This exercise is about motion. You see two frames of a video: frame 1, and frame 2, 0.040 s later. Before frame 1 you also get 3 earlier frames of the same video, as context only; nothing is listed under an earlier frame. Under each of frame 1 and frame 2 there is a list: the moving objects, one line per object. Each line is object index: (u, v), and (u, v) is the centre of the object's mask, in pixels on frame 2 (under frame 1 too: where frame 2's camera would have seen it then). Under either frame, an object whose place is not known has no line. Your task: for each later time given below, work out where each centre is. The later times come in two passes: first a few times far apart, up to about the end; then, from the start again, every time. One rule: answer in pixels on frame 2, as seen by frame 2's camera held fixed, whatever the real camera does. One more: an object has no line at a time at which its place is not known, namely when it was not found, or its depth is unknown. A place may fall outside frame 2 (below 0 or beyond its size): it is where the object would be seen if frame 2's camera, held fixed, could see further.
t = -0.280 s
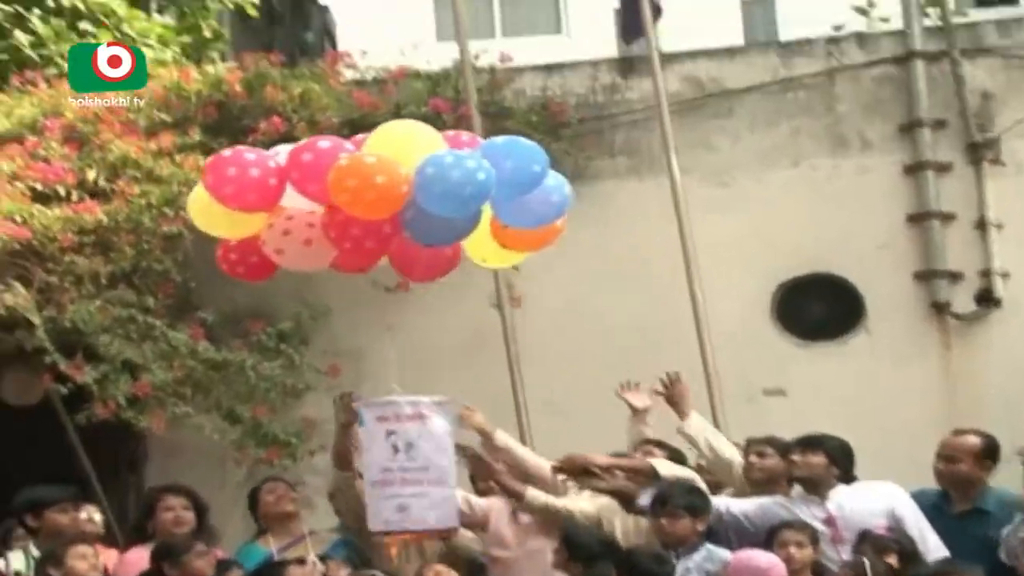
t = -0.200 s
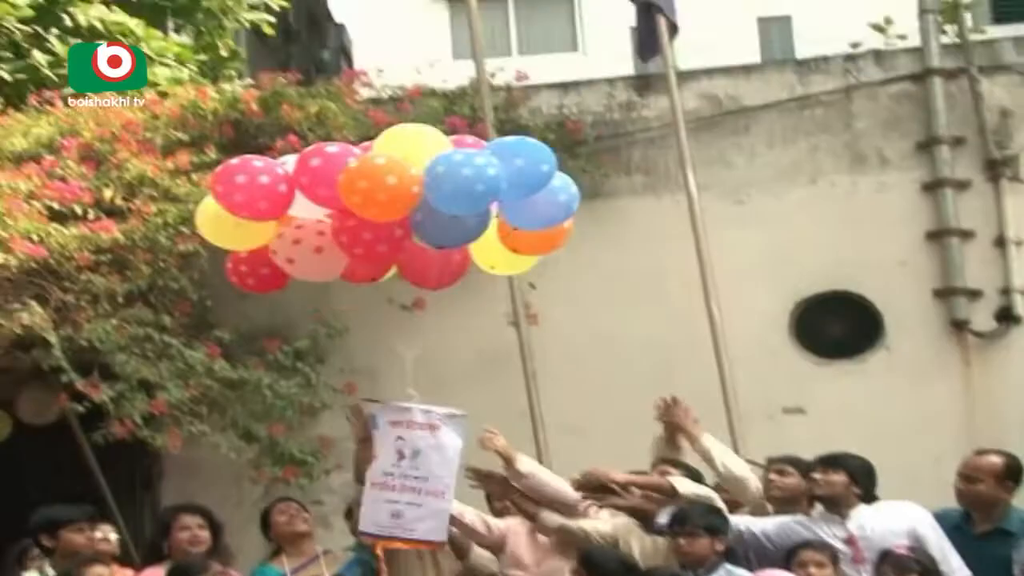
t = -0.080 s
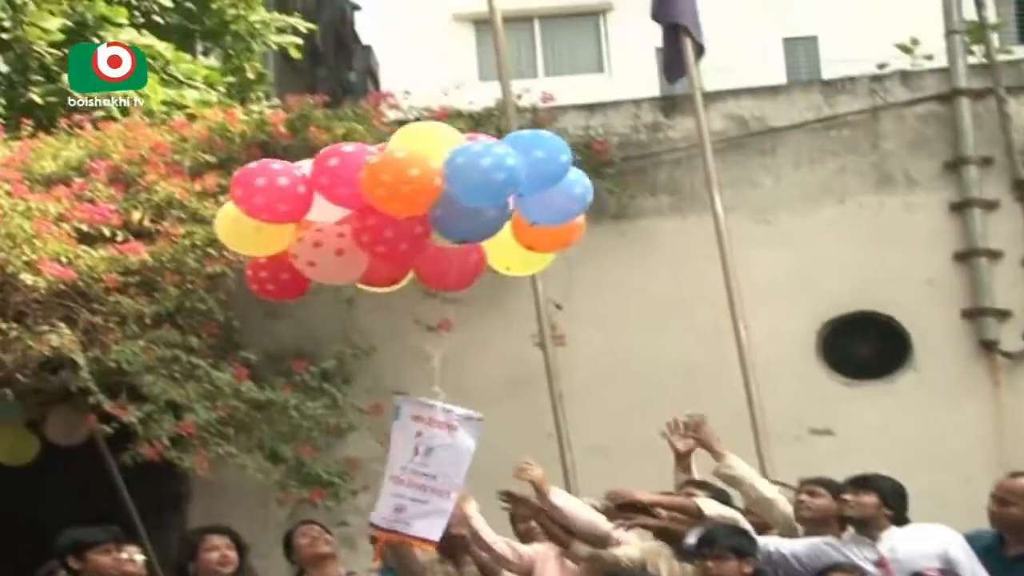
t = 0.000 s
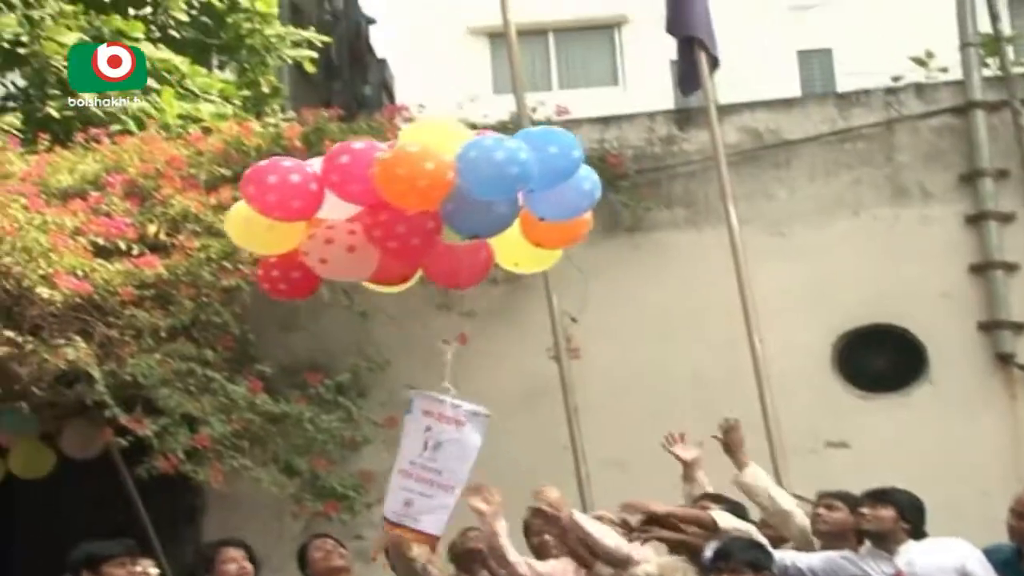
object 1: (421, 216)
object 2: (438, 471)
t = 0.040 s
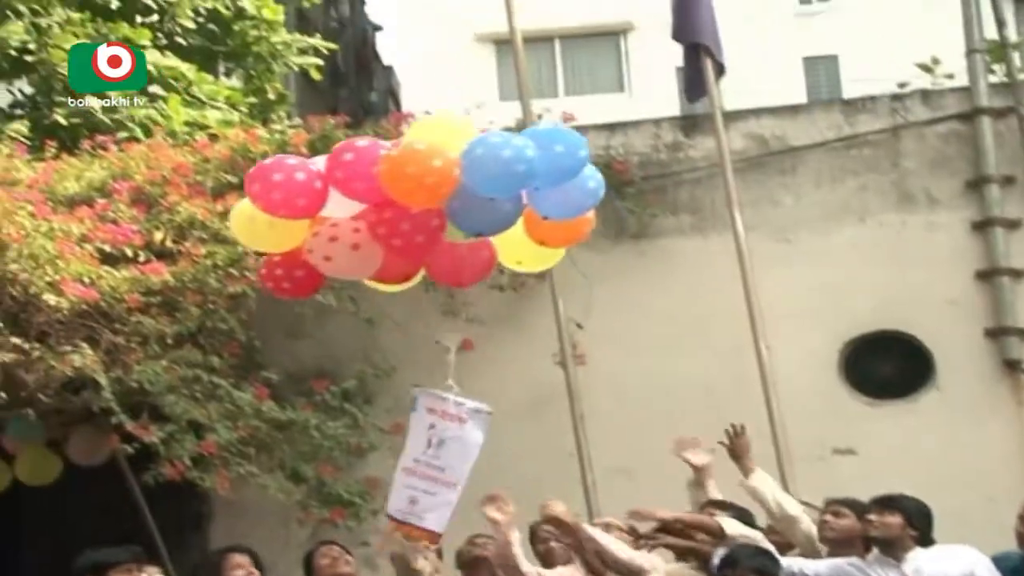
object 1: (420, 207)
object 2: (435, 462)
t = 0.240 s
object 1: (408, 161)
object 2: (427, 412)
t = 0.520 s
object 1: (398, 91)
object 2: (418, 330)
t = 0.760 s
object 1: (405, 21)
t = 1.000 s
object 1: (416, -57)
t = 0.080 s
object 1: (417, 198)
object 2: (433, 451)
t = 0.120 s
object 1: (415, 189)
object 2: (431, 442)
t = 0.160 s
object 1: (413, 180)
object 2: (429, 432)
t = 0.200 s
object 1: (410, 171)
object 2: (428, 422)
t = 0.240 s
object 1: (408, 161)
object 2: (427, 412)
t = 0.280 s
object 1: (406, 151)
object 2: (426, 402)
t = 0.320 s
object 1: (403, 142)
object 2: (425, 391)
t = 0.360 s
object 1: (402, 132)
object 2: (424, 380)
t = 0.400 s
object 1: (400, 122)
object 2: (423, 367)
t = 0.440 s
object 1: (399, 112)
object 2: (421, 355)
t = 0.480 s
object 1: (399, 101)
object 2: (420, 342)
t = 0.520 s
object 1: (398, 91)
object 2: (418, 330)
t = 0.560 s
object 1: (400, 79)
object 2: (416, 317)
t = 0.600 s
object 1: (400, 69)
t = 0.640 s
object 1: (402, 57)
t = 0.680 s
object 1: (403, 45)
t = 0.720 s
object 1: (404, 33)
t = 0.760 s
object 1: (405, 21)
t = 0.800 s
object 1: (406, 9)
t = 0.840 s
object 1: (408, -3)
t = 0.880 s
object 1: (410, -16)
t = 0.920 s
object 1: (412, -30)
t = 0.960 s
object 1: (414, -43)
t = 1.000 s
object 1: (416, -57)
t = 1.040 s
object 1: (418, -70)
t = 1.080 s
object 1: (420, -84)
